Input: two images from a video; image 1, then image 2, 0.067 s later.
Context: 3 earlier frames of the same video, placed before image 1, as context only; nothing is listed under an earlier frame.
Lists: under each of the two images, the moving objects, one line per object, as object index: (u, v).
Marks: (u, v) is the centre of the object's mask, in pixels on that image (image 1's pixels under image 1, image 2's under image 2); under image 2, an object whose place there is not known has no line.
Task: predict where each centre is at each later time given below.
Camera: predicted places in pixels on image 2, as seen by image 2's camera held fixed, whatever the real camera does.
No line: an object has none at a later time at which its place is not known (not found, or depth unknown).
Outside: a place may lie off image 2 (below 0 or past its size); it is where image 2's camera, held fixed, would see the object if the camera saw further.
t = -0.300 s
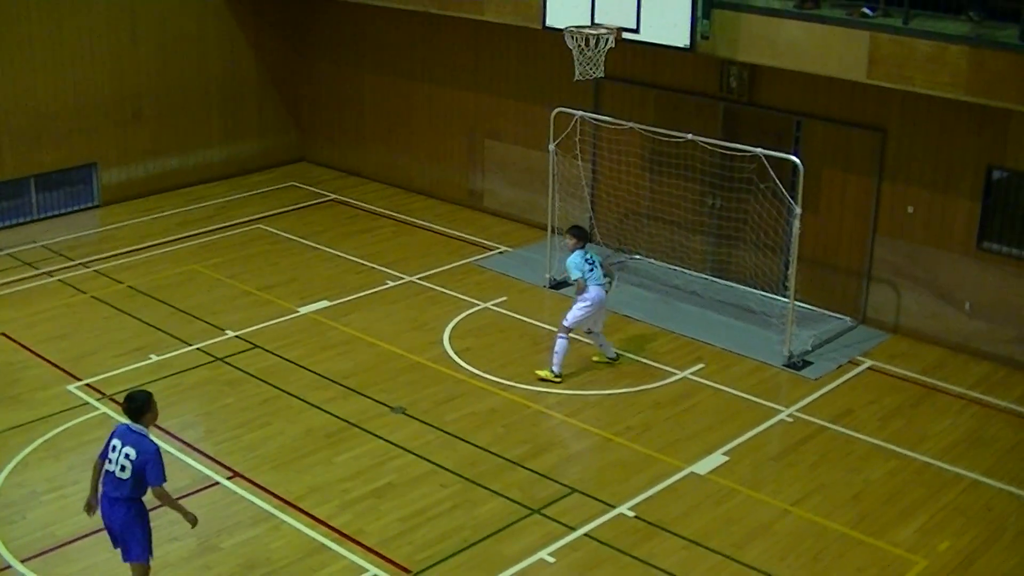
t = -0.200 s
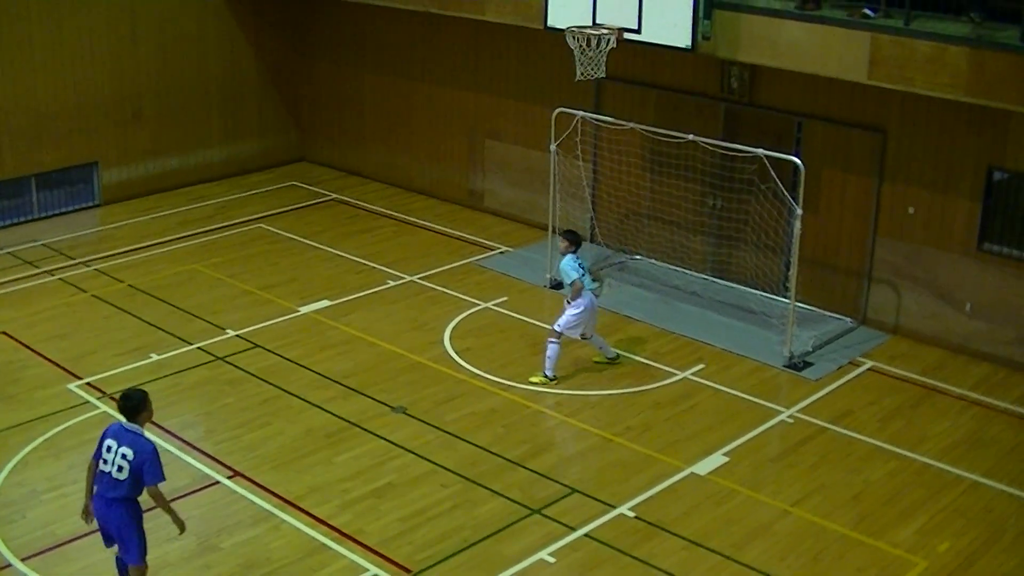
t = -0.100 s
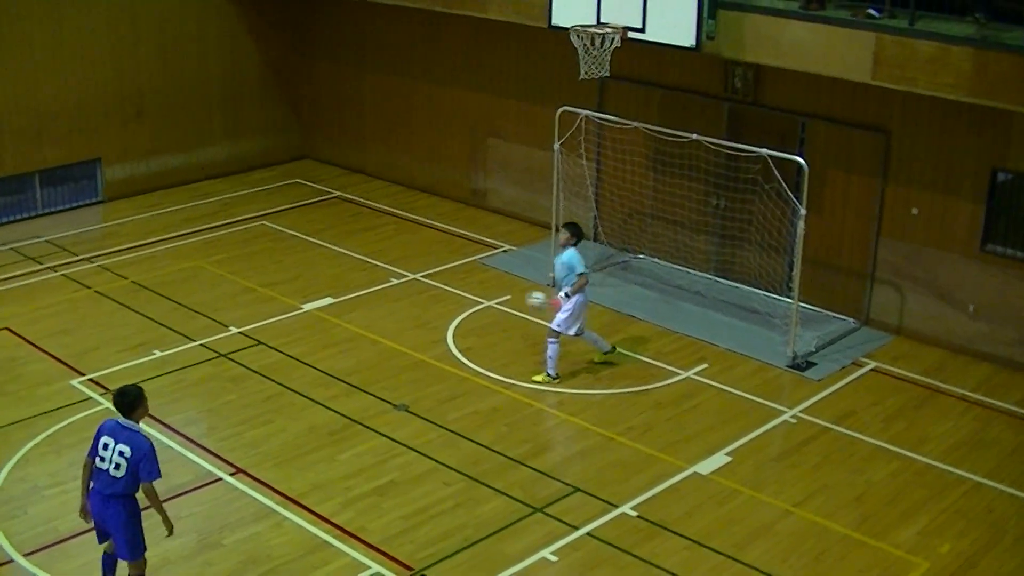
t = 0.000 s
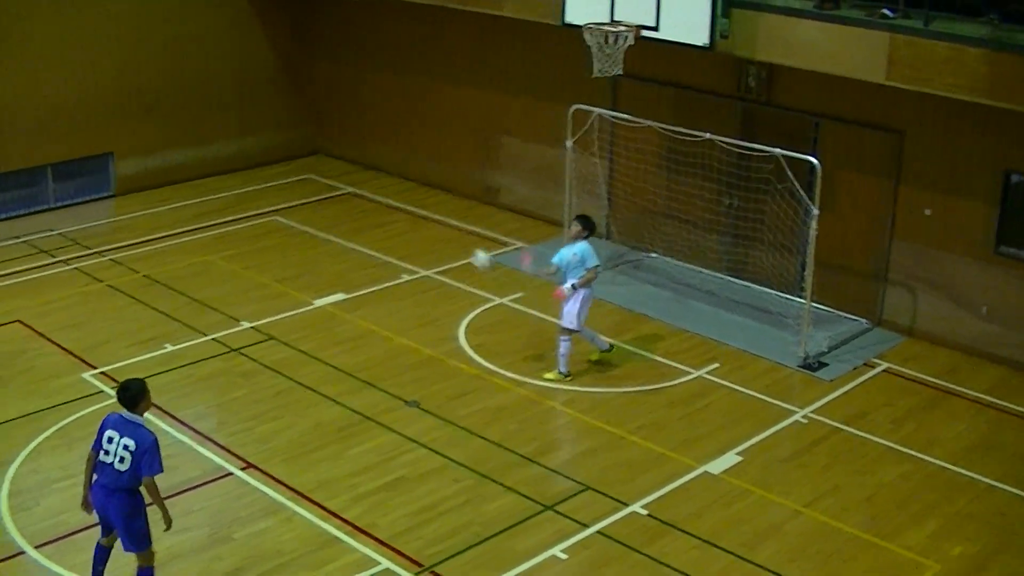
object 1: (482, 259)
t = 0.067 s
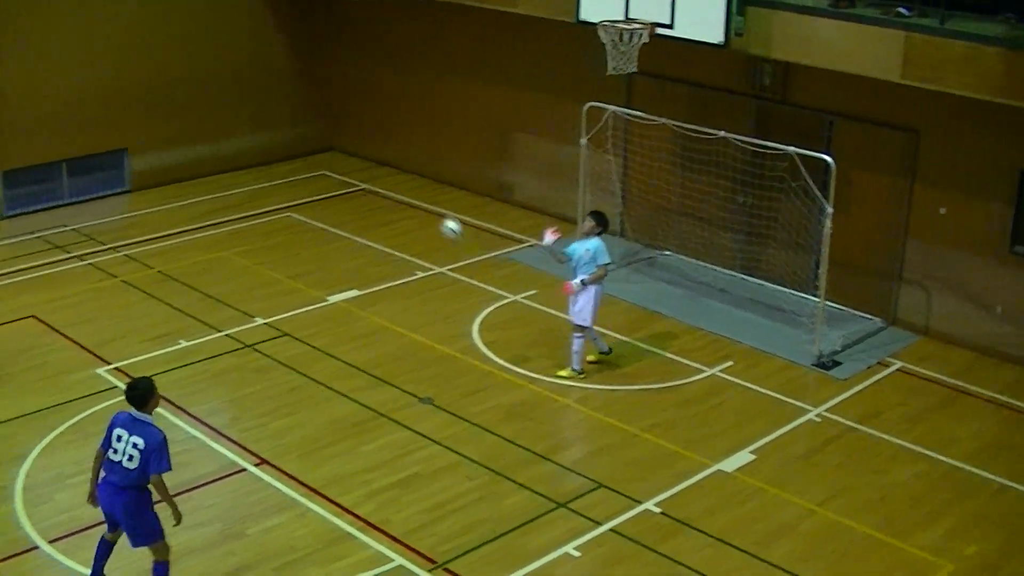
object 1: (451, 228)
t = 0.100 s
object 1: (429, 216)
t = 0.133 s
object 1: (406, 203)
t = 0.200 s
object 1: (360, 182)
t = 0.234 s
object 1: (337, 172)
